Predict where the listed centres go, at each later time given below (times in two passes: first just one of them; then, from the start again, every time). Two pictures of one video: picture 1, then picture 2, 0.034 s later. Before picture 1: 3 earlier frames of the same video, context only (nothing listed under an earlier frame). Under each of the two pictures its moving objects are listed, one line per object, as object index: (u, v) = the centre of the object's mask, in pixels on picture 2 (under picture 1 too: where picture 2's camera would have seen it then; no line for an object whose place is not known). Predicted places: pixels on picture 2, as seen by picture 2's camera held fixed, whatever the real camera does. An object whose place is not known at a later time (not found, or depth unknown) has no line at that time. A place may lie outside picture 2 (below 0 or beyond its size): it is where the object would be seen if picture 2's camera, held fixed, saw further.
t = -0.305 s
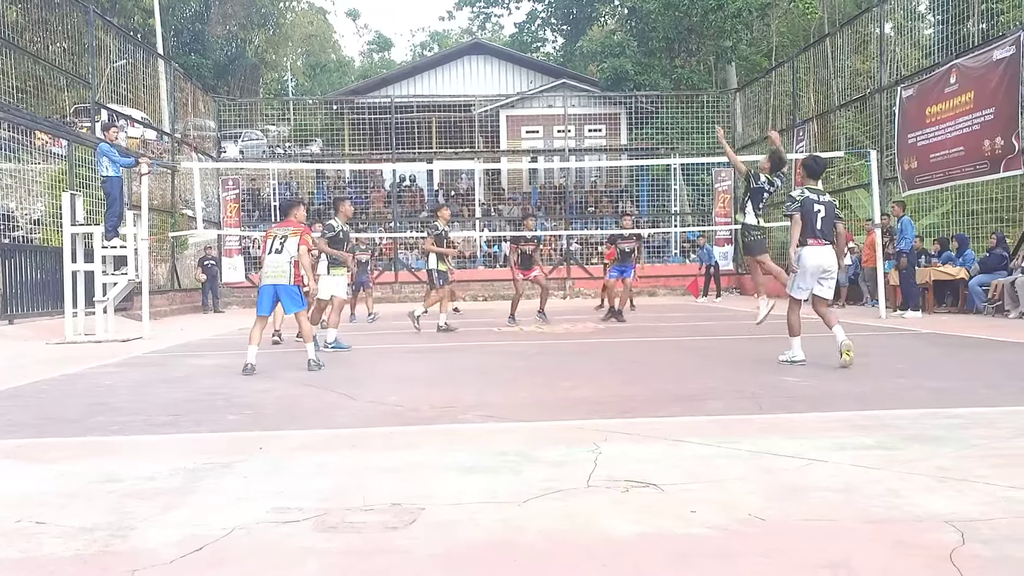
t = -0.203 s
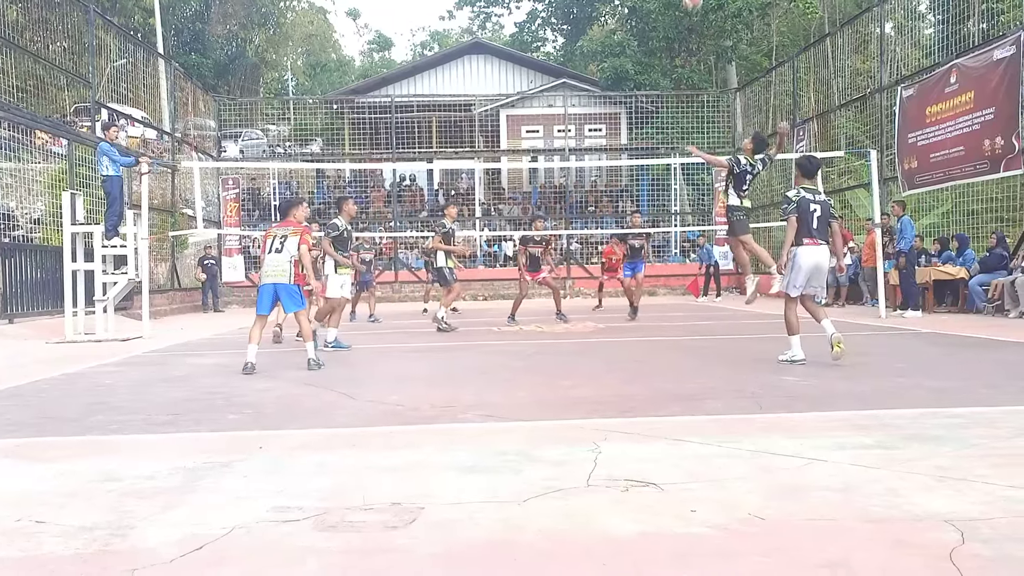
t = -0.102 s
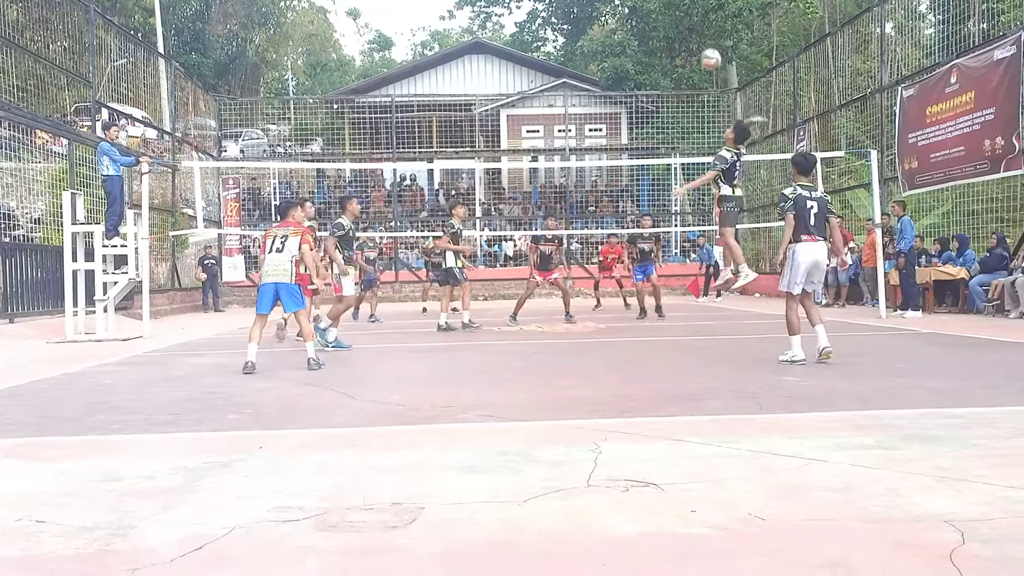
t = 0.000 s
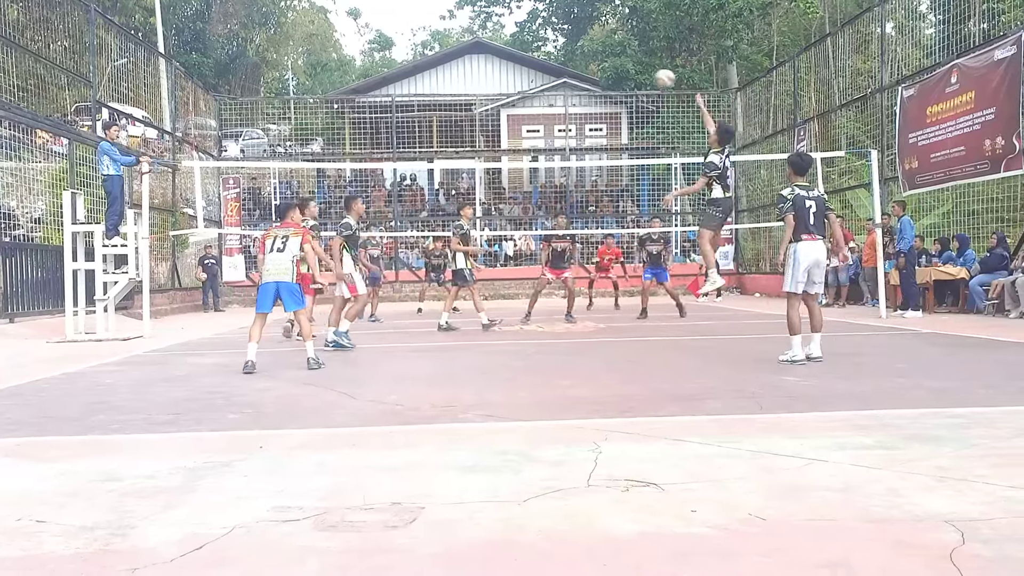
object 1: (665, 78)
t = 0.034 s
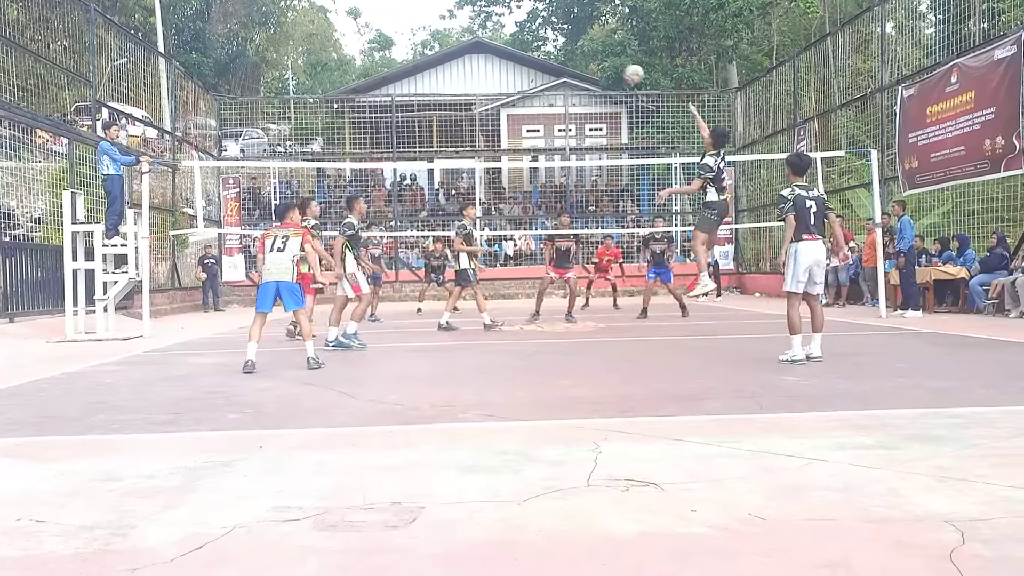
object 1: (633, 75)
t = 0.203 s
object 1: (503, 67)
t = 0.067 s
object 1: (604, 70)
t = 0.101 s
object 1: (577, 68)
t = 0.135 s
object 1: (551, 67)
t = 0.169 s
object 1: (527, 67)
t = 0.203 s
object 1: (503, 67)
